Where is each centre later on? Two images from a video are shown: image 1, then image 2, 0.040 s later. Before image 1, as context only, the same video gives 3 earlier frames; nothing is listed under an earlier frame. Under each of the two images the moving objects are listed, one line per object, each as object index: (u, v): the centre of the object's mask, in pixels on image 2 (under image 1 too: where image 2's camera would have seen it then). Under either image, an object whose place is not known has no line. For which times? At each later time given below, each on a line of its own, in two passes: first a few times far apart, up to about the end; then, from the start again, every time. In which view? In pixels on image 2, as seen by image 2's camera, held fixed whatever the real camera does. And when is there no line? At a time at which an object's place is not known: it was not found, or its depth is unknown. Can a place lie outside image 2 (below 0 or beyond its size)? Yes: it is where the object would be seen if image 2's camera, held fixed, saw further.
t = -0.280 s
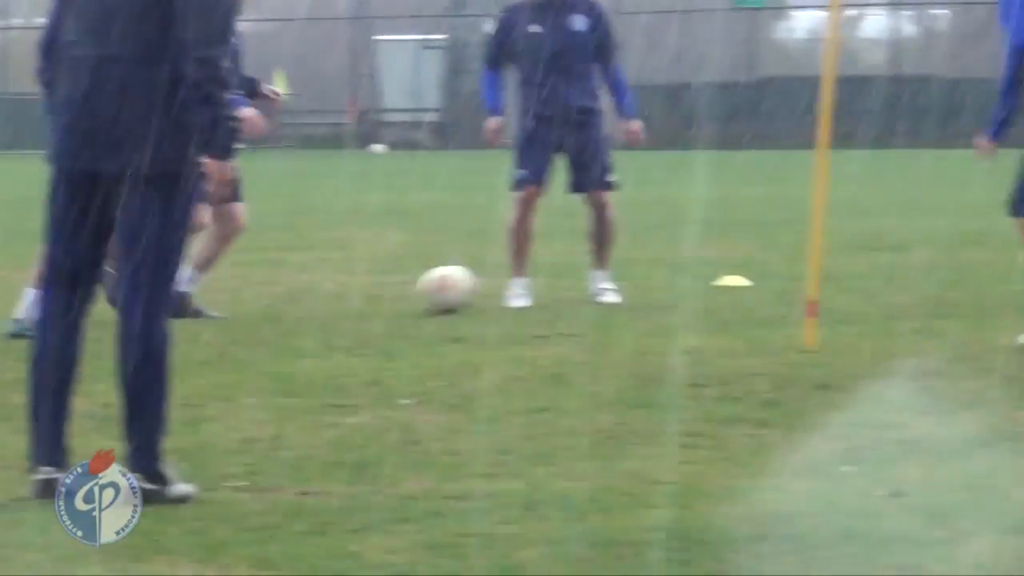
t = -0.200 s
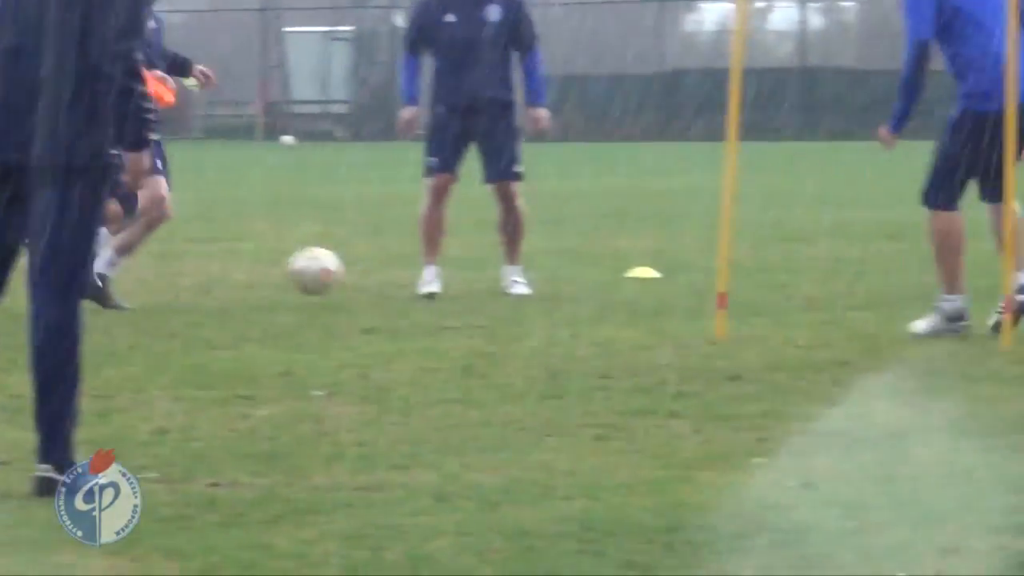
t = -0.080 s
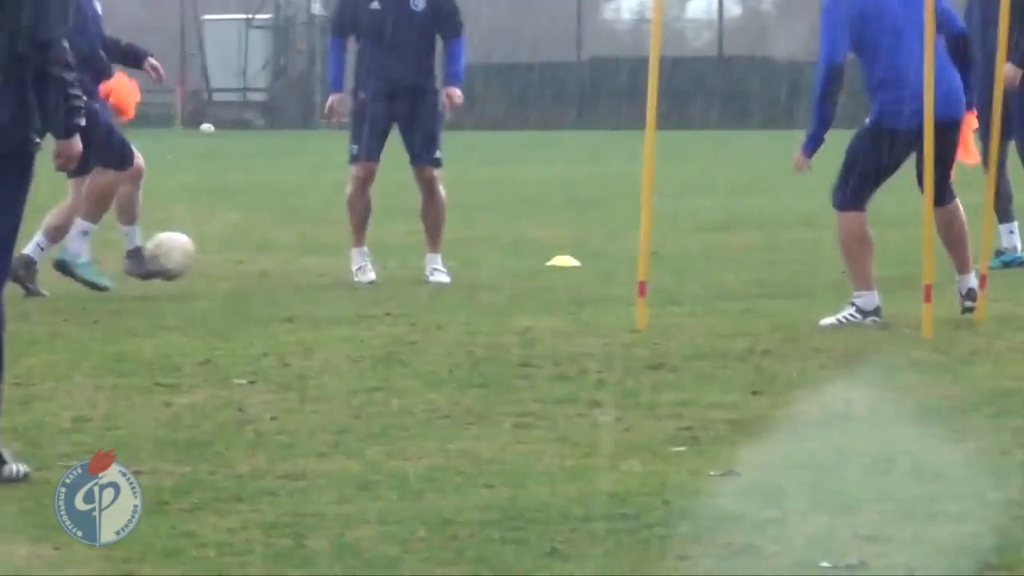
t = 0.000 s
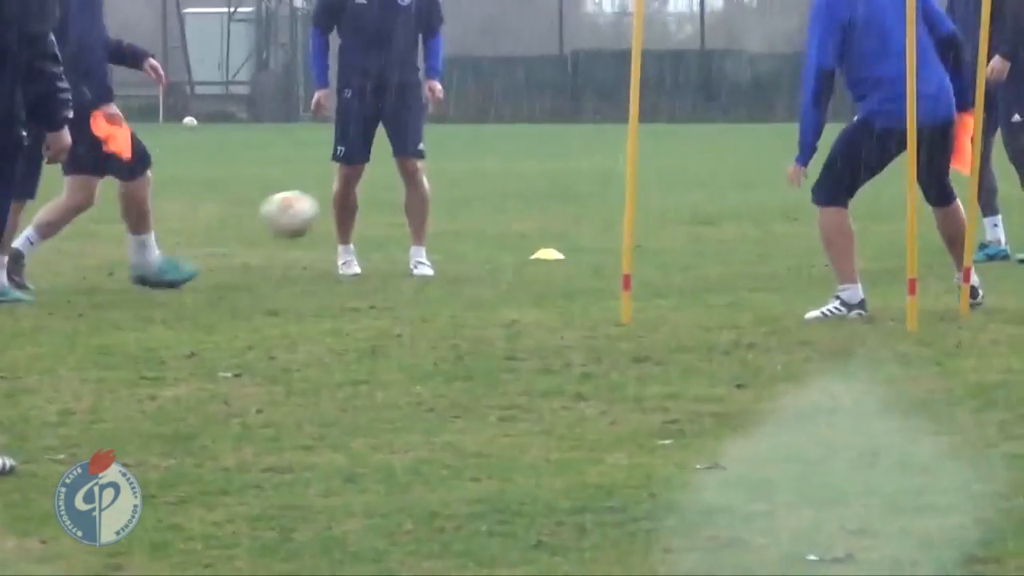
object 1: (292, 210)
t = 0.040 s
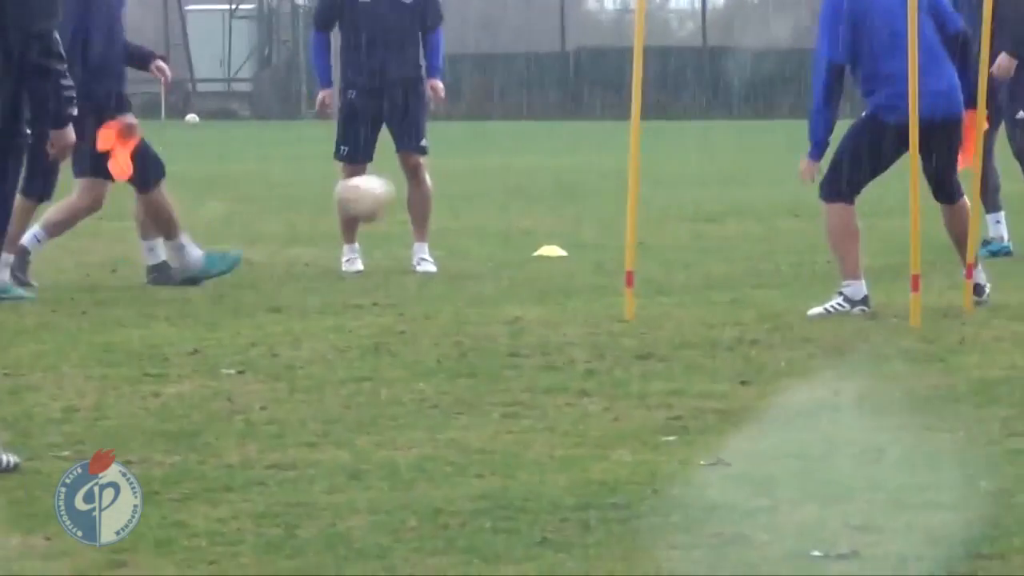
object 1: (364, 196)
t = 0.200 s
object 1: (656, 174)
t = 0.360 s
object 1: (898, 205)
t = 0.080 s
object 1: (438, 186)
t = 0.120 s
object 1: (510, 179)
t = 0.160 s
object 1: (578, 175)
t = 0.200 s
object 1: (656, 174)
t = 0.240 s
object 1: (714, 178)
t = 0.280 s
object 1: (782, 184)
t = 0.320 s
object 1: (848, 195)
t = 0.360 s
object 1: (898, 205)
